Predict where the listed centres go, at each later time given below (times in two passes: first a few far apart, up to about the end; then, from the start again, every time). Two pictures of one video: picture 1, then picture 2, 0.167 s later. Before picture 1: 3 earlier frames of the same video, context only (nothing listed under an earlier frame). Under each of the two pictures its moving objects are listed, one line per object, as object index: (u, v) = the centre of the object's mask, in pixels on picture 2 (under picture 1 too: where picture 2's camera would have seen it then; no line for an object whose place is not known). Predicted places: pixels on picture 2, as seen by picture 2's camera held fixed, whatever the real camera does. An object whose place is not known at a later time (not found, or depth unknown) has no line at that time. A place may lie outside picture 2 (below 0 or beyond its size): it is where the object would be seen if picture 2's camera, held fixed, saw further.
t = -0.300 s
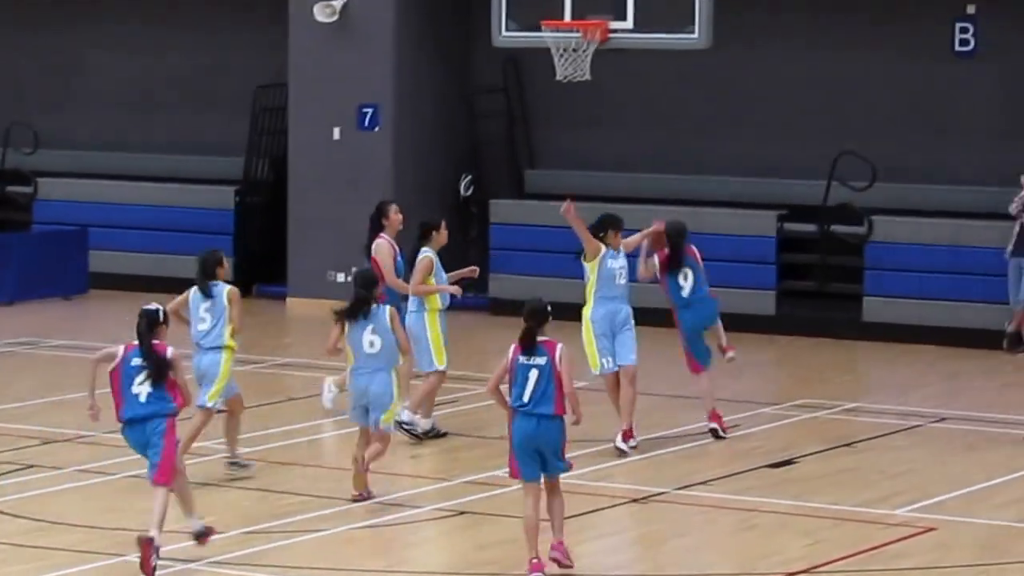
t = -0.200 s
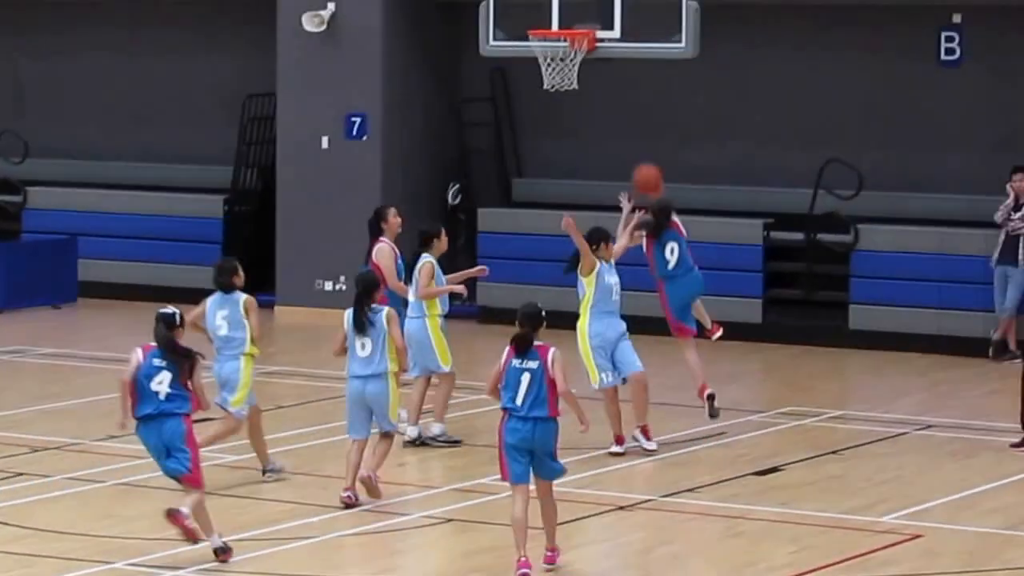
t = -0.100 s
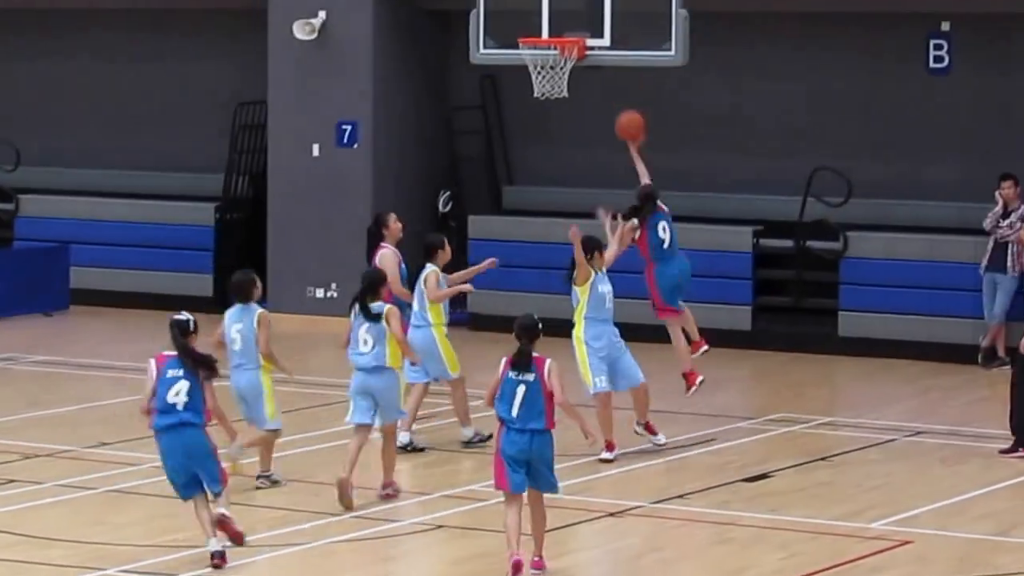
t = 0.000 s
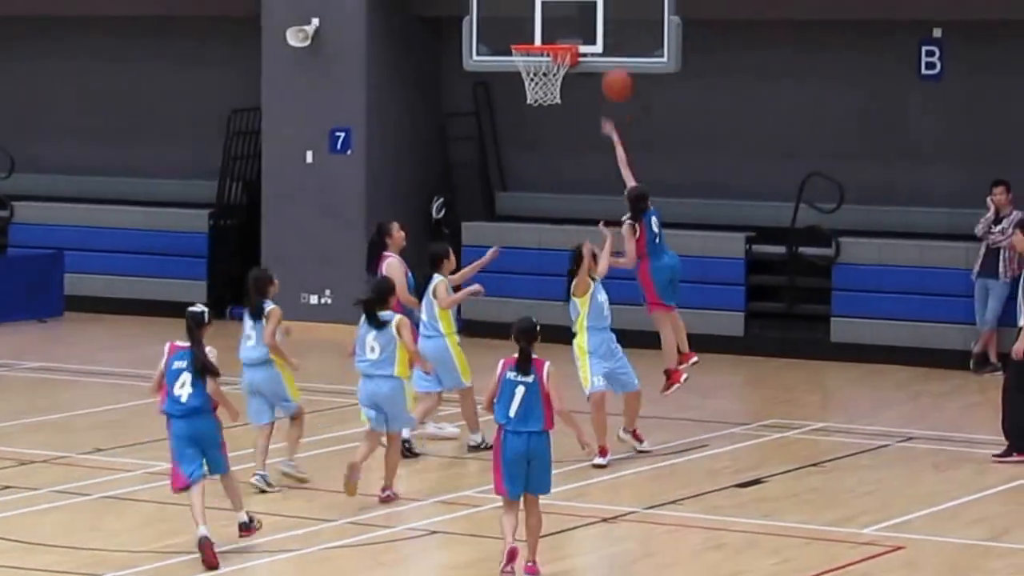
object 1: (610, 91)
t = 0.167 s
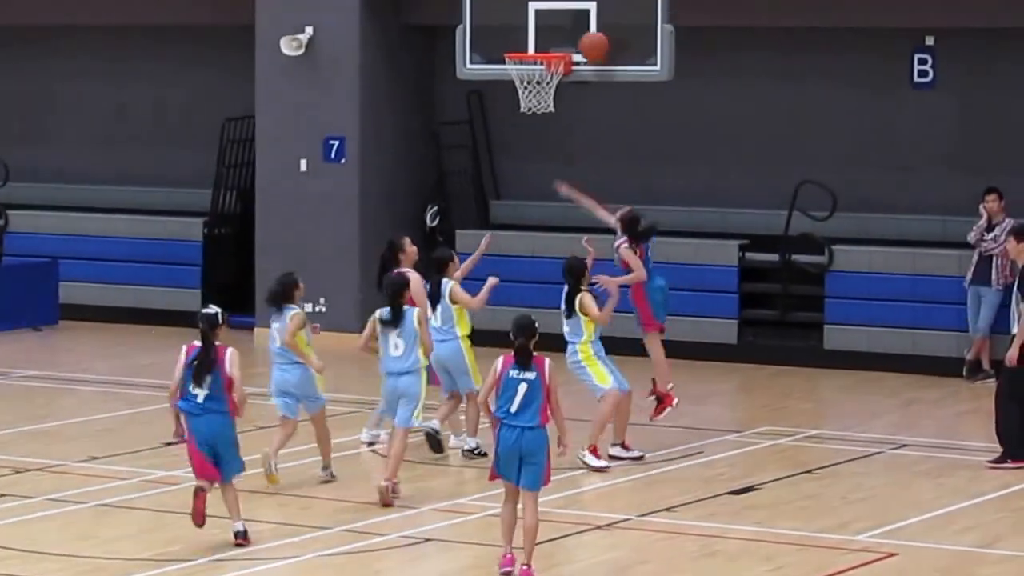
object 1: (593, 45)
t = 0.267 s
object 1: (577, 38)
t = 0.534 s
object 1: (574, 40)
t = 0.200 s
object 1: (589, 41)
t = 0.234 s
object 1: (582, 39)
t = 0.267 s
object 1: (577, 38)
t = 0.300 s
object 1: (573, 39)
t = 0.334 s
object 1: (573, 38)
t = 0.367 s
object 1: (573, 37)
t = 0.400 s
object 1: (573, 38)
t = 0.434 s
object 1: (573, 39)
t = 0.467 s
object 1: (573, 39)
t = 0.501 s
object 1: (574, 39)
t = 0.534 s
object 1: (574, 40)
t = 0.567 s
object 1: (576, 41)
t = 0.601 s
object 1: (577, 43)
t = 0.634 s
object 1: (579, 45)
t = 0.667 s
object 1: (581, 50)
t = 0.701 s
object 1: (583, 56)
